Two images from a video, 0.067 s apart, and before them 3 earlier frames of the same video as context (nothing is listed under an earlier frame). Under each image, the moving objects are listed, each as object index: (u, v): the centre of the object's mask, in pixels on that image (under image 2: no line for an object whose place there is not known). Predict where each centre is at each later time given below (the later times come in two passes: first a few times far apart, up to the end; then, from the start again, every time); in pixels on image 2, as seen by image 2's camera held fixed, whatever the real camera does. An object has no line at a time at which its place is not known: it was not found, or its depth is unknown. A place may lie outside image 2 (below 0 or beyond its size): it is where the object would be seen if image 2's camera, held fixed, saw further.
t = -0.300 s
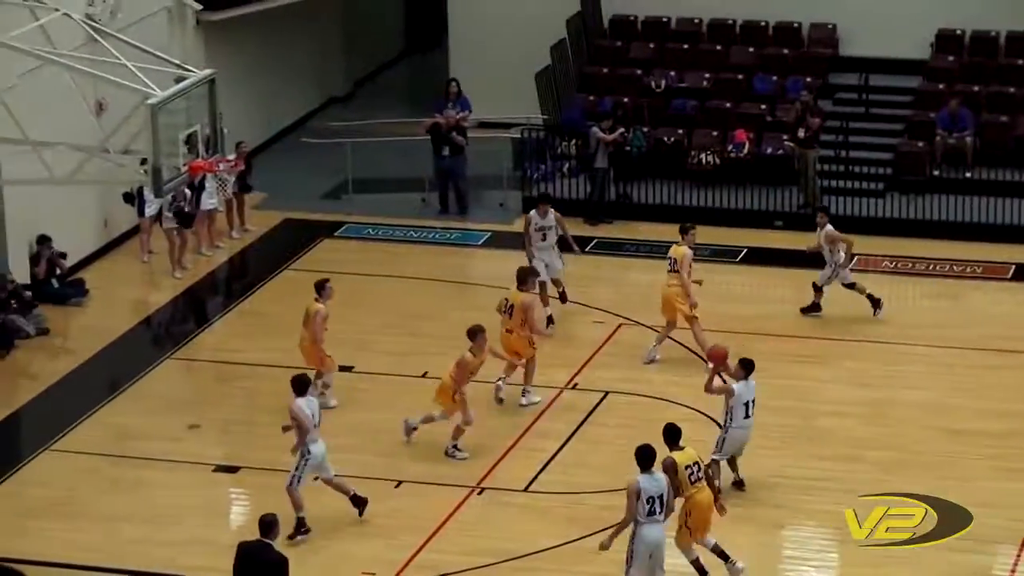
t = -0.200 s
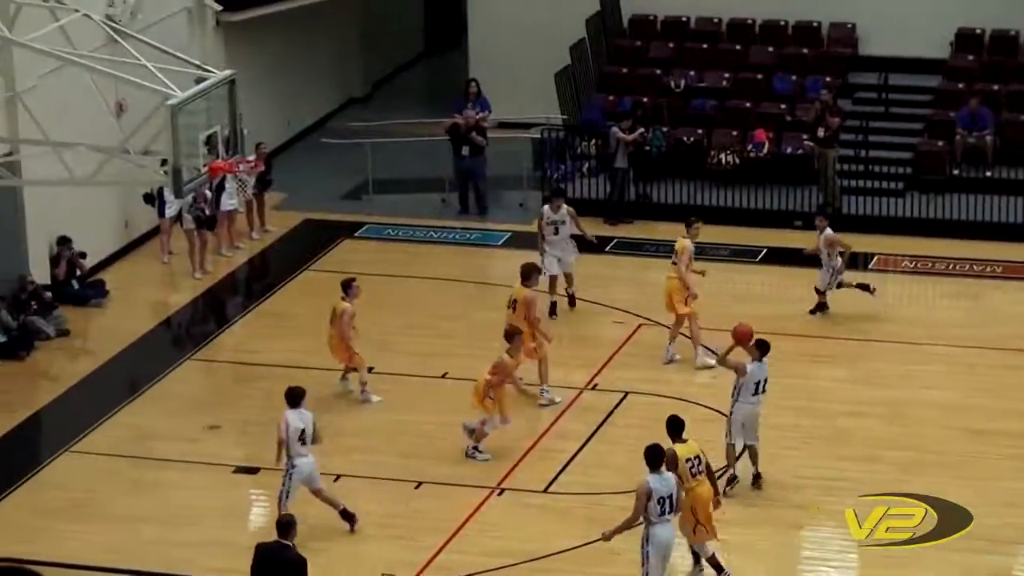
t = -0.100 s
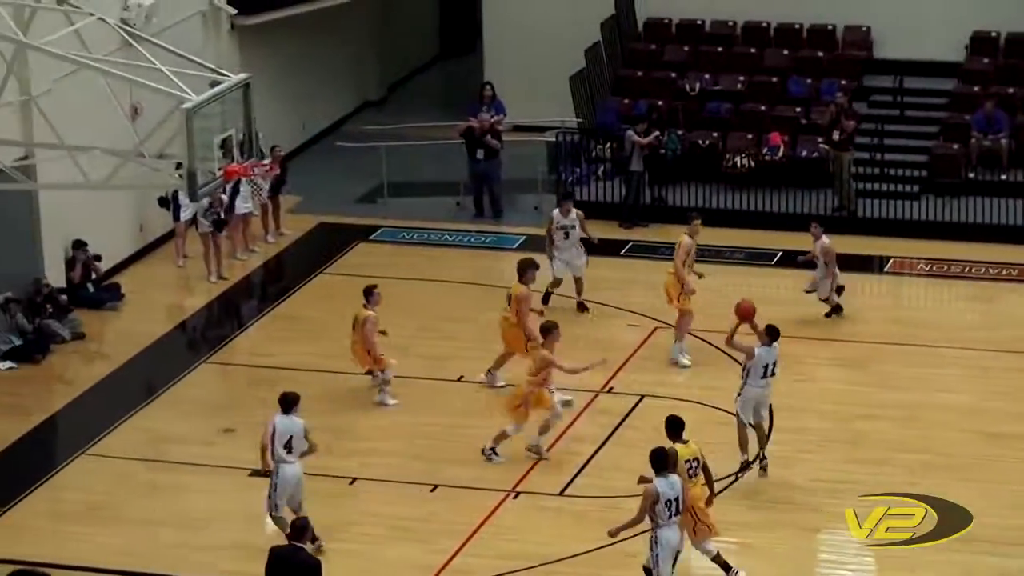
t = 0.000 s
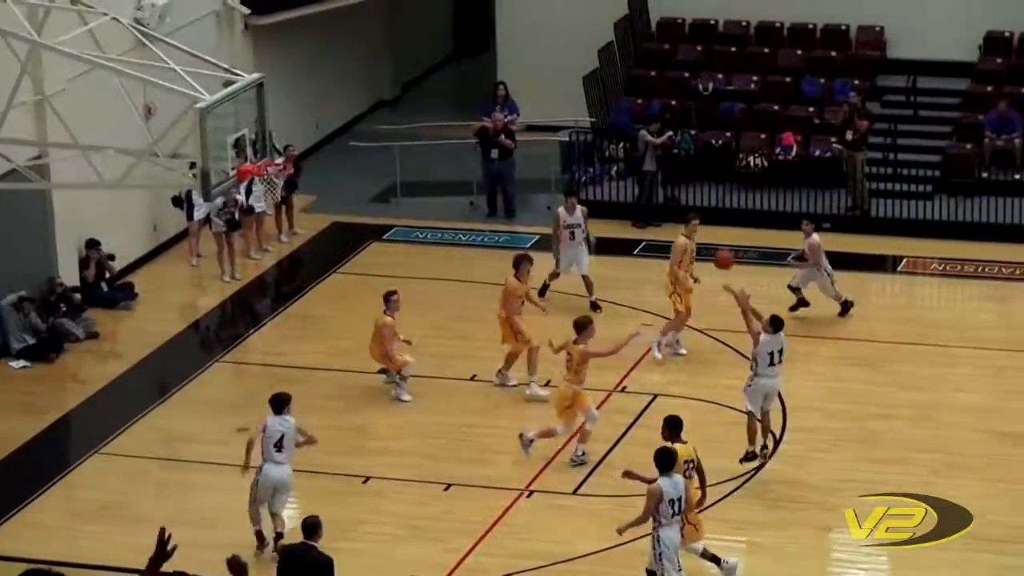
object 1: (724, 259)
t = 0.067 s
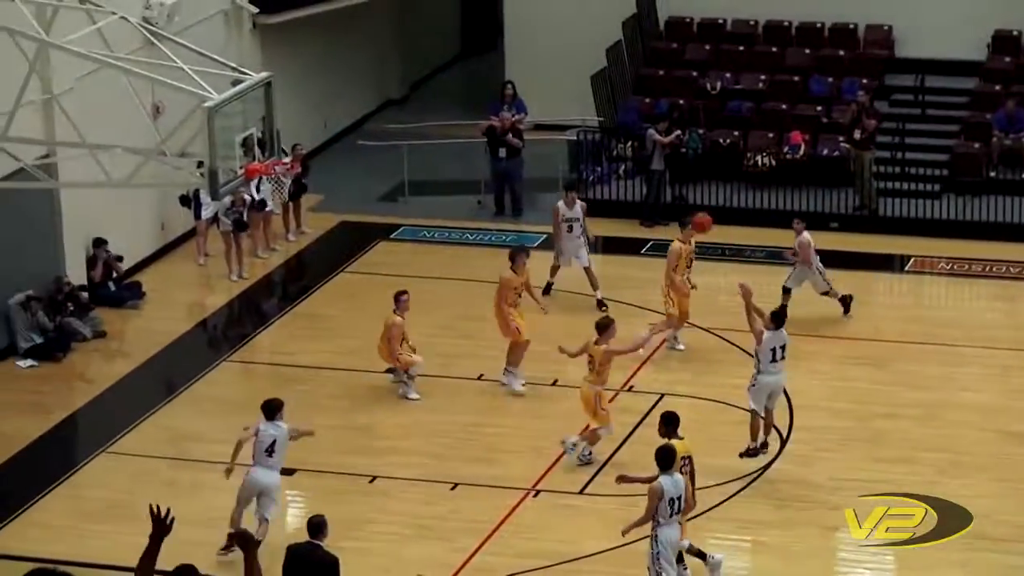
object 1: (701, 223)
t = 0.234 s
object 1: (628, 150)
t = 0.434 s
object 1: (542, 98)
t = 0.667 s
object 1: (447, 78)
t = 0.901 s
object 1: (358, 105)
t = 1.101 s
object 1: (288, 165)
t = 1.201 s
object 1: (264, 185)
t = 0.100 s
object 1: (687, 207)
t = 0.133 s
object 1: (672, 192)
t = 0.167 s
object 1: (657, 176)
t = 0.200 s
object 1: (643, 163)
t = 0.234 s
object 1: (628, 150)
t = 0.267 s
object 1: (613, 139)
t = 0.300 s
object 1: (599, 129)
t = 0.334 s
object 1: (585, 121)
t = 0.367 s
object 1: (570, 111)
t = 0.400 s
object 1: (556, 104)
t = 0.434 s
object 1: (542, 98)
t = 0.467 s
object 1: (528, 92)
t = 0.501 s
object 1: (514, 87)
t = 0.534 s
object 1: (502, 84)
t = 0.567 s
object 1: (486, 81)
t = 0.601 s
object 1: (473, 80)
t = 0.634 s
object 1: (460, 78)
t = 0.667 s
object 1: (447, 78)
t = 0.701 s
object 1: (433, 78)
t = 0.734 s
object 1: (421, 81)
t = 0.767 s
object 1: (407, 85)
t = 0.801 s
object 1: (395, 89)
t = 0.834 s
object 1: (383, 93)
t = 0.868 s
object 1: (370, 98)
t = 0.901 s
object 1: (358, 105)
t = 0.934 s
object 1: (346, 113)
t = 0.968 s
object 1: (333, 122)
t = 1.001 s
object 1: (322, 131)
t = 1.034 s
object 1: (310, 140)
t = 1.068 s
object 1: (299, 152)
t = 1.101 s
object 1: (288, 165)
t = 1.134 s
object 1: (277, 171)
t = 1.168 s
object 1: (270, 180)
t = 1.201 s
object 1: (264, 185)
